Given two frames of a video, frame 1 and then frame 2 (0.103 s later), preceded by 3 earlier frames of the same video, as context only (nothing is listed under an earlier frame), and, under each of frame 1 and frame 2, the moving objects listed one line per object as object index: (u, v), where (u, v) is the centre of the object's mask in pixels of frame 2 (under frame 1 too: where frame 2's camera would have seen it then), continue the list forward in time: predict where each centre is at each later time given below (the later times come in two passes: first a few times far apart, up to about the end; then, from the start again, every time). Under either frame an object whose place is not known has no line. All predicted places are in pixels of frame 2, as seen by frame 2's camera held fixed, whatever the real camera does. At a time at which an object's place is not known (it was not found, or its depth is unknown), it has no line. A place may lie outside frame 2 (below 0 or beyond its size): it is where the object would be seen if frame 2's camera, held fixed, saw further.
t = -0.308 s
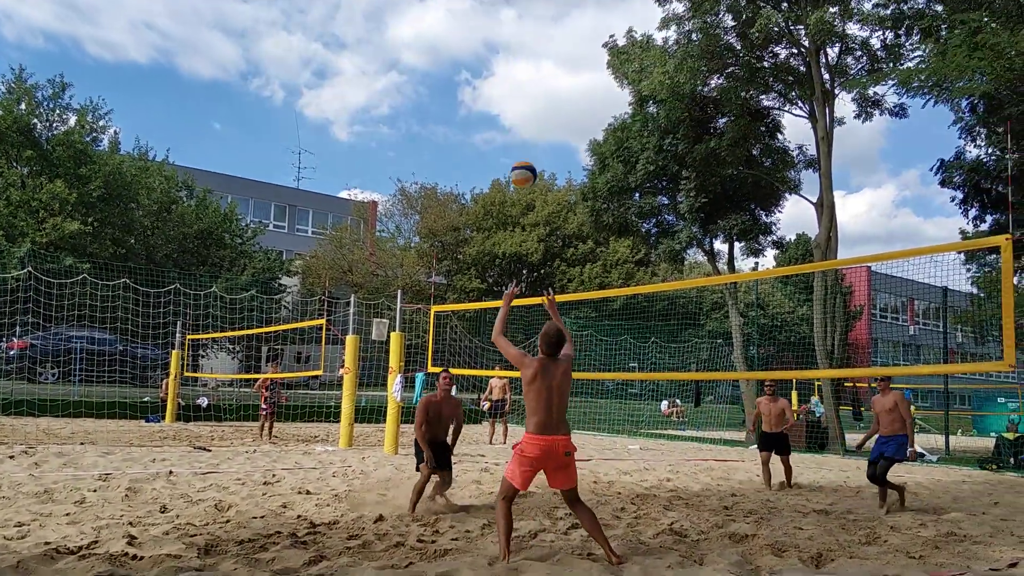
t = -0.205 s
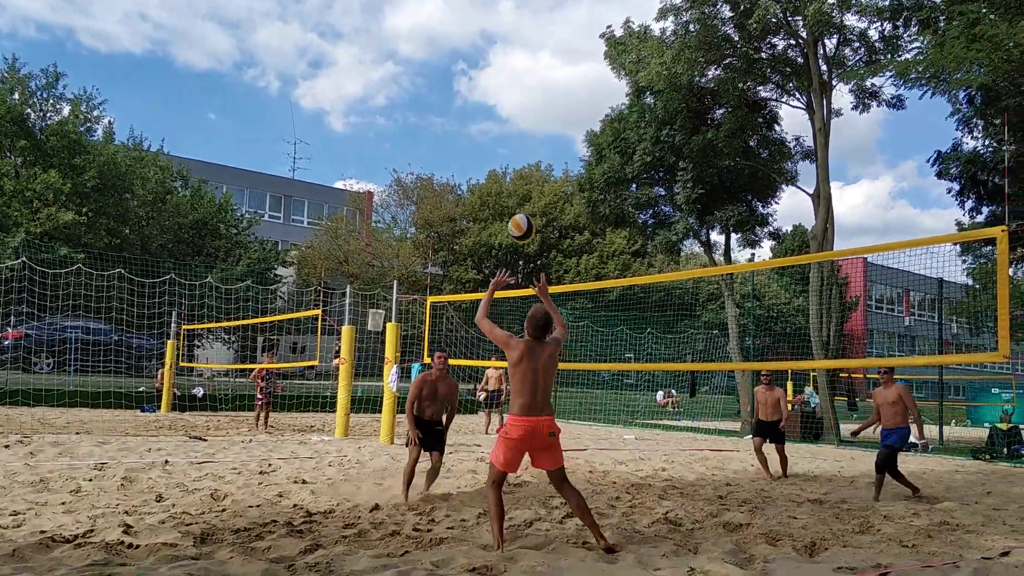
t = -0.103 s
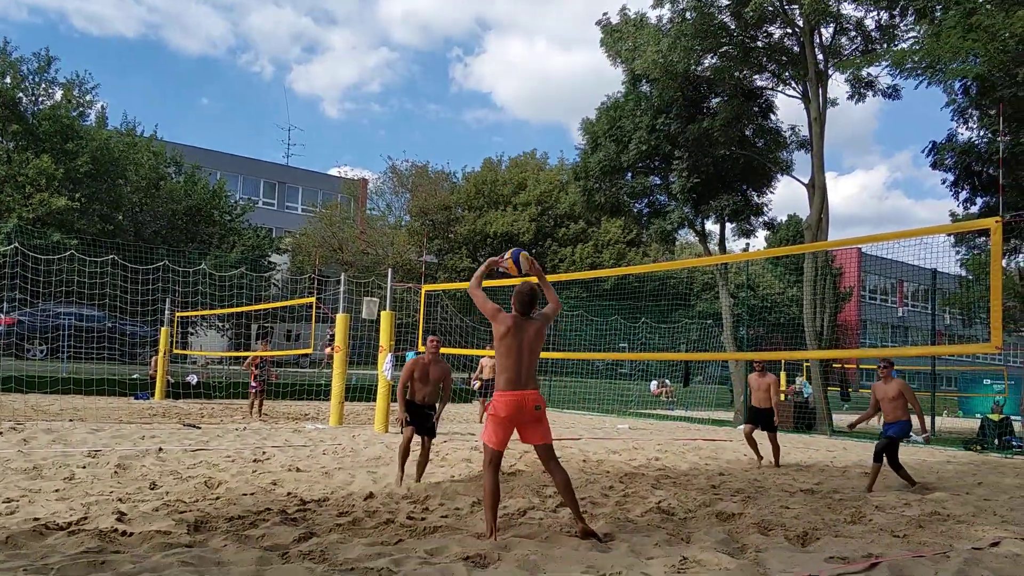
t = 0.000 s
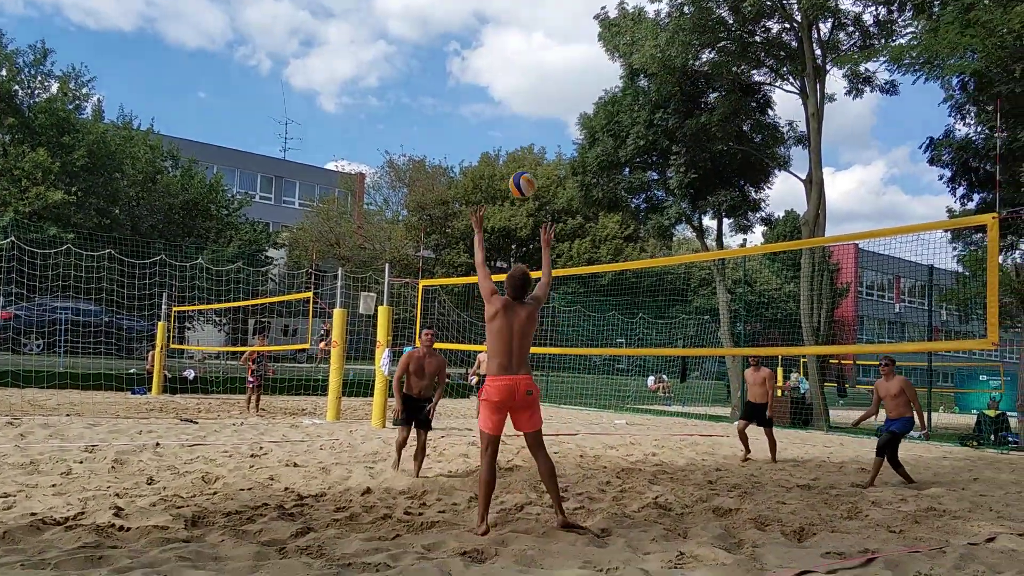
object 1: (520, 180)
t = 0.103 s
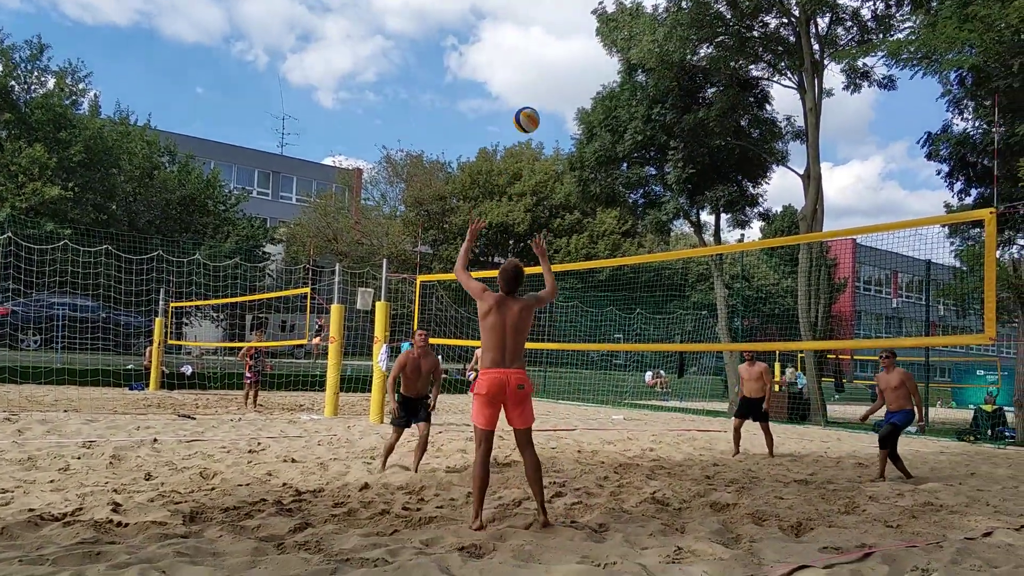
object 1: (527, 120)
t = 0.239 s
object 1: (532, 65)
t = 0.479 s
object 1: (541, 27)
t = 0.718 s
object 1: (547, 47)
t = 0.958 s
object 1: (546, 119)
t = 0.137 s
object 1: (528, 104)
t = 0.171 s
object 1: (530, 89)
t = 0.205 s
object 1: (531, 76)
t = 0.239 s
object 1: (532, 65)
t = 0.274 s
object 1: (534, 55)
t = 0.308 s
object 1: (535, 47)
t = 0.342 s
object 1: (536, 40)
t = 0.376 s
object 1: (537, 35)
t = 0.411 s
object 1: (539, 31)
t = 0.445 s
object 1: (540, 28)
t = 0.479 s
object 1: (541, 27)
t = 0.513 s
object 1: (541, 26)
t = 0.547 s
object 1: (542, 27)
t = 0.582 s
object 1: (543, 29)
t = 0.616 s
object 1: (544, 31)
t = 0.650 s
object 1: (546, 36)
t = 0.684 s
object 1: (547, 41)
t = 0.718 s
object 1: (547, 47)
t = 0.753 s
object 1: (548, 55)
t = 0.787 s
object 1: (548, 63)
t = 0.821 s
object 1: (549, 72)
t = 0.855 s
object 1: (549, 83)
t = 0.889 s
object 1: (548, 94)
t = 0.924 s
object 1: (546, 106)
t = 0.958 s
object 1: (546, 119)
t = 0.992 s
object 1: (546, 133)
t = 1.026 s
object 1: (546, 149)
